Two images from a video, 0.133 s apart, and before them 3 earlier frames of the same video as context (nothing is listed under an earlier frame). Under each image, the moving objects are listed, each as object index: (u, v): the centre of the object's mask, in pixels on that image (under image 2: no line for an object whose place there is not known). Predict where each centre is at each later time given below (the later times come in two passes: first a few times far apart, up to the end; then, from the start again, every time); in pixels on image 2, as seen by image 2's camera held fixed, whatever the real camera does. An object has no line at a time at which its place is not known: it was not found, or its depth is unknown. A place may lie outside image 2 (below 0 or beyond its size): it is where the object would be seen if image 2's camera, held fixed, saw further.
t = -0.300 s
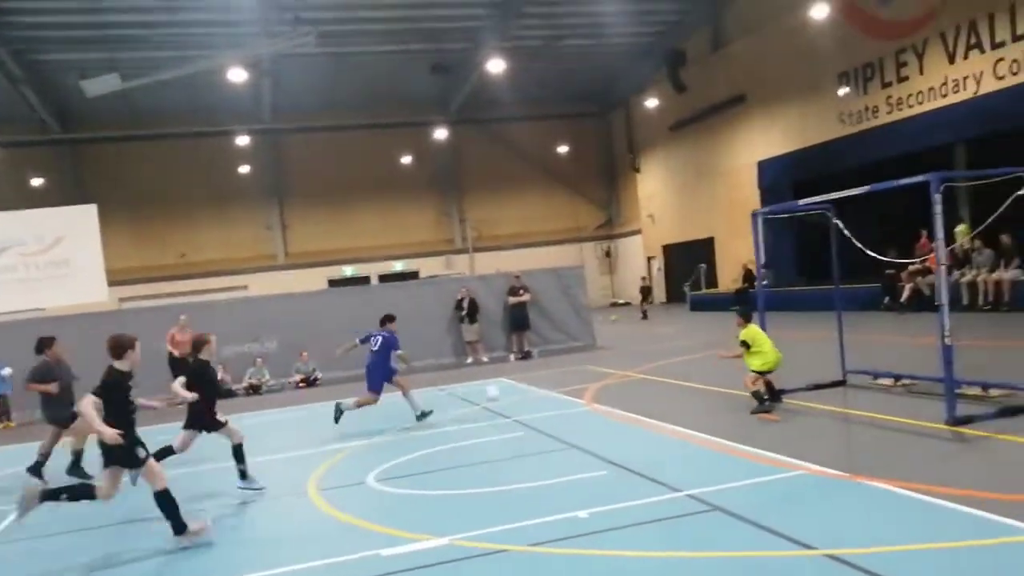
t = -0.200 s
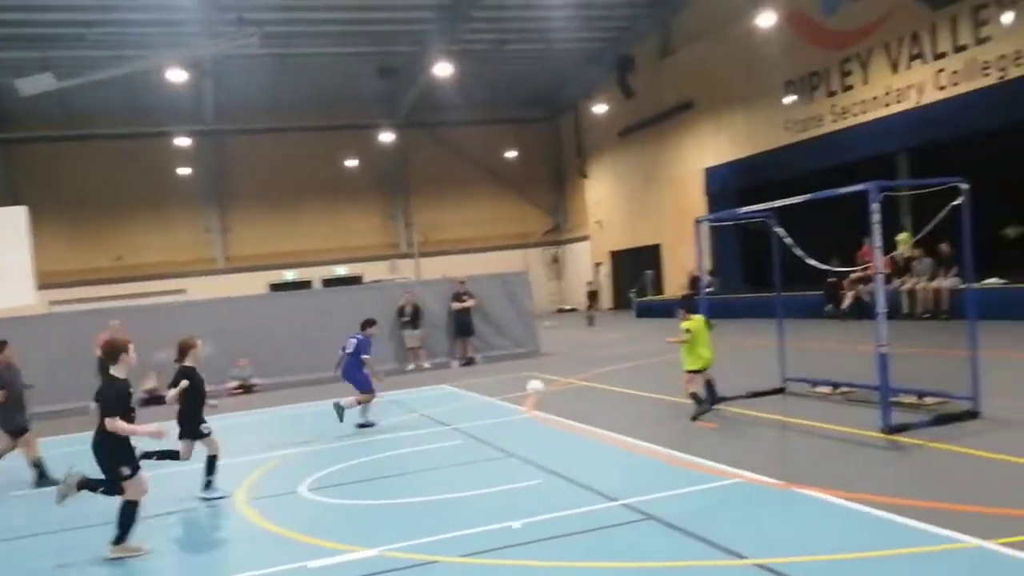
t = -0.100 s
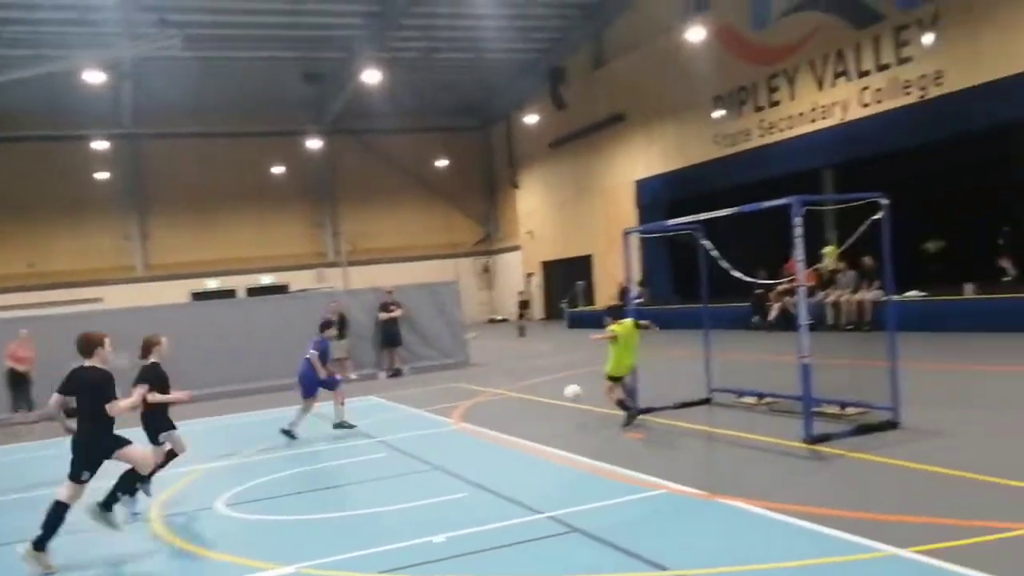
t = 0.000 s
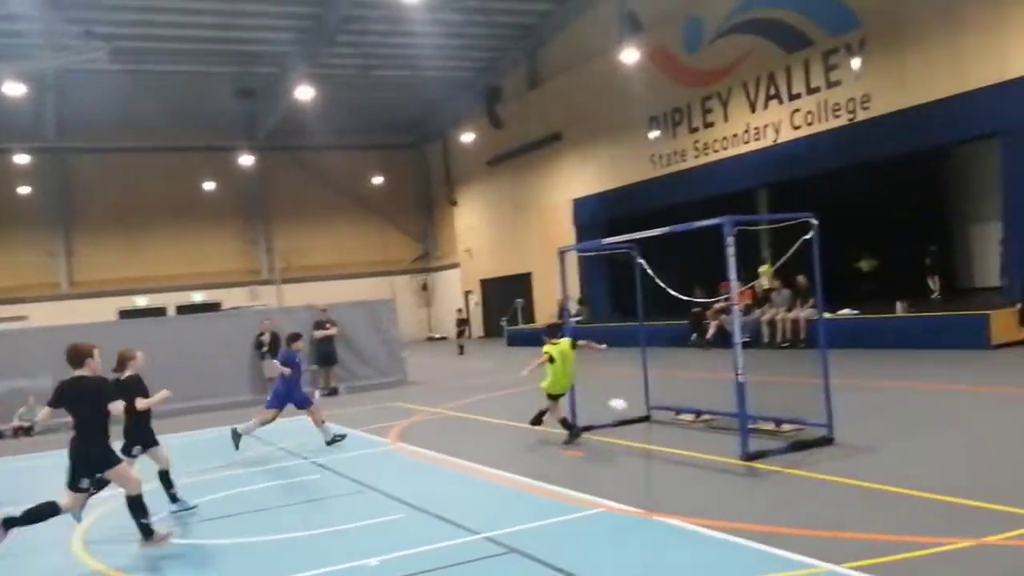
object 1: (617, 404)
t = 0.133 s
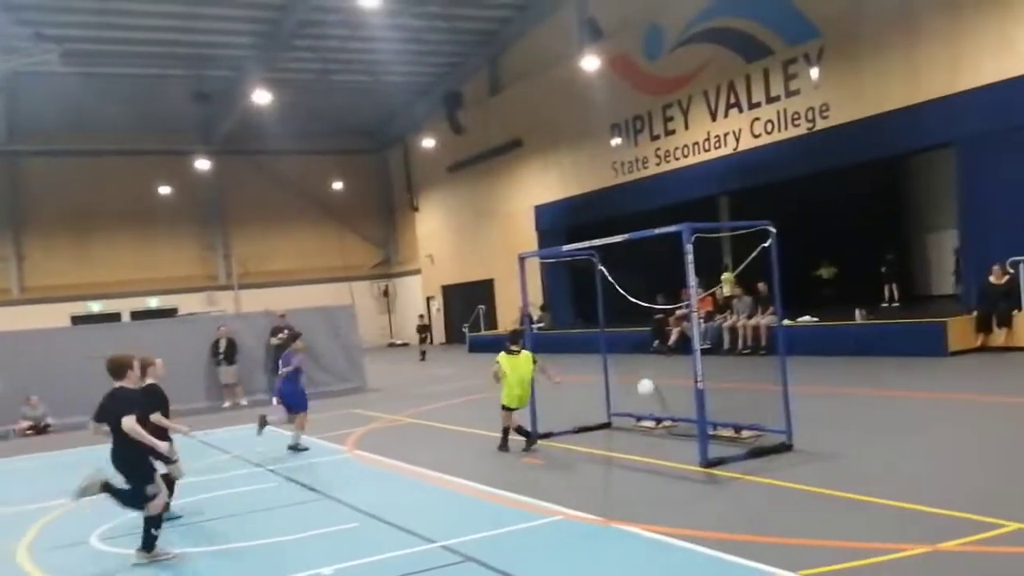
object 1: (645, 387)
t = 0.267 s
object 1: (642, 342)
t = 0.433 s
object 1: (640, 303)
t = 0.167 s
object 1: (643, 375)
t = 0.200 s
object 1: (643, 364)
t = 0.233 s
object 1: (642, 352)
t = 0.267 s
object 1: (642, 342)
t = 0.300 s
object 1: (642, 332)
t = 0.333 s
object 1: (640, 324)
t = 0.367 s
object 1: (639, 315)
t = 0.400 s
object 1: (639, 307)
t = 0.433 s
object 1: (640, 303)
